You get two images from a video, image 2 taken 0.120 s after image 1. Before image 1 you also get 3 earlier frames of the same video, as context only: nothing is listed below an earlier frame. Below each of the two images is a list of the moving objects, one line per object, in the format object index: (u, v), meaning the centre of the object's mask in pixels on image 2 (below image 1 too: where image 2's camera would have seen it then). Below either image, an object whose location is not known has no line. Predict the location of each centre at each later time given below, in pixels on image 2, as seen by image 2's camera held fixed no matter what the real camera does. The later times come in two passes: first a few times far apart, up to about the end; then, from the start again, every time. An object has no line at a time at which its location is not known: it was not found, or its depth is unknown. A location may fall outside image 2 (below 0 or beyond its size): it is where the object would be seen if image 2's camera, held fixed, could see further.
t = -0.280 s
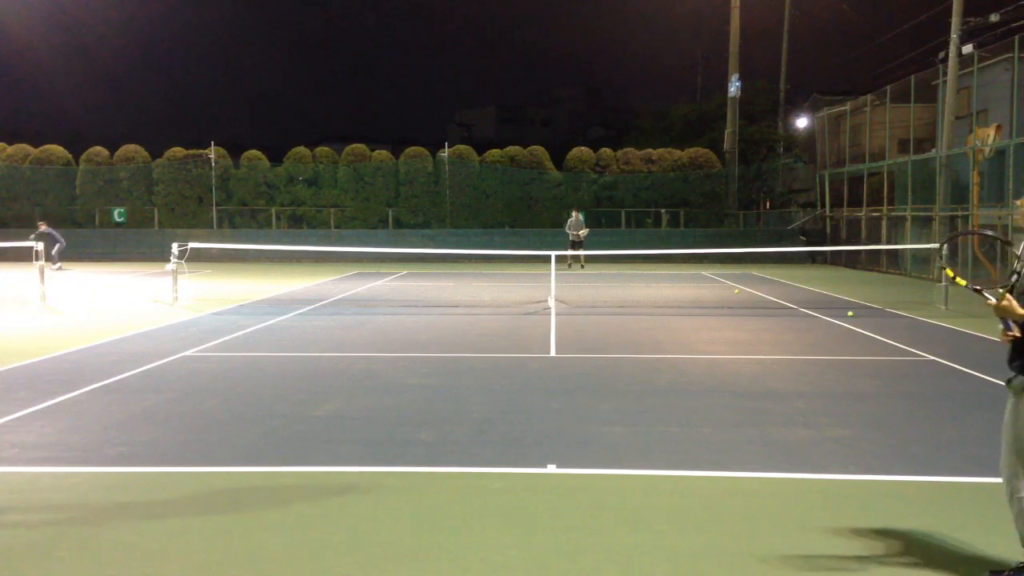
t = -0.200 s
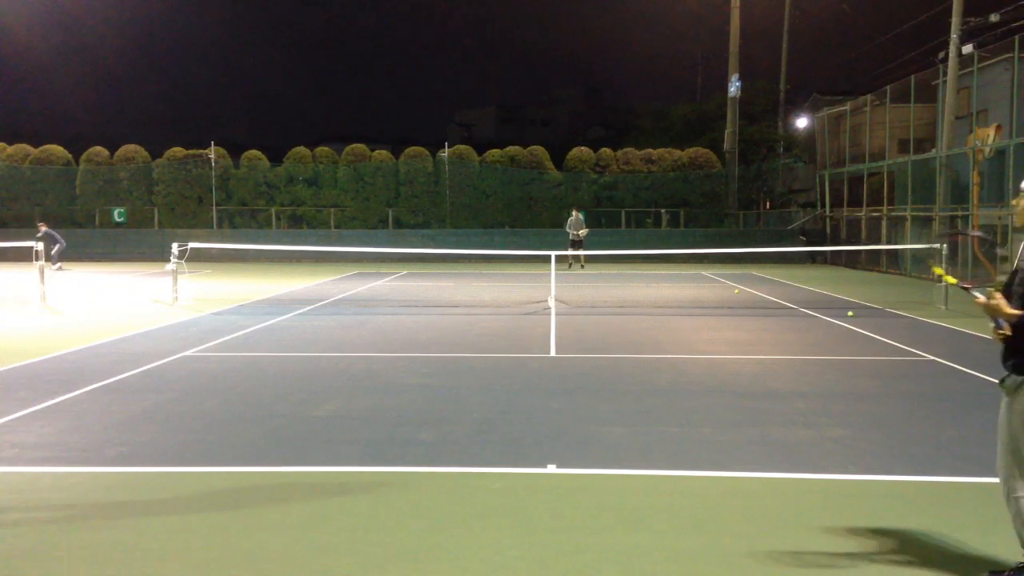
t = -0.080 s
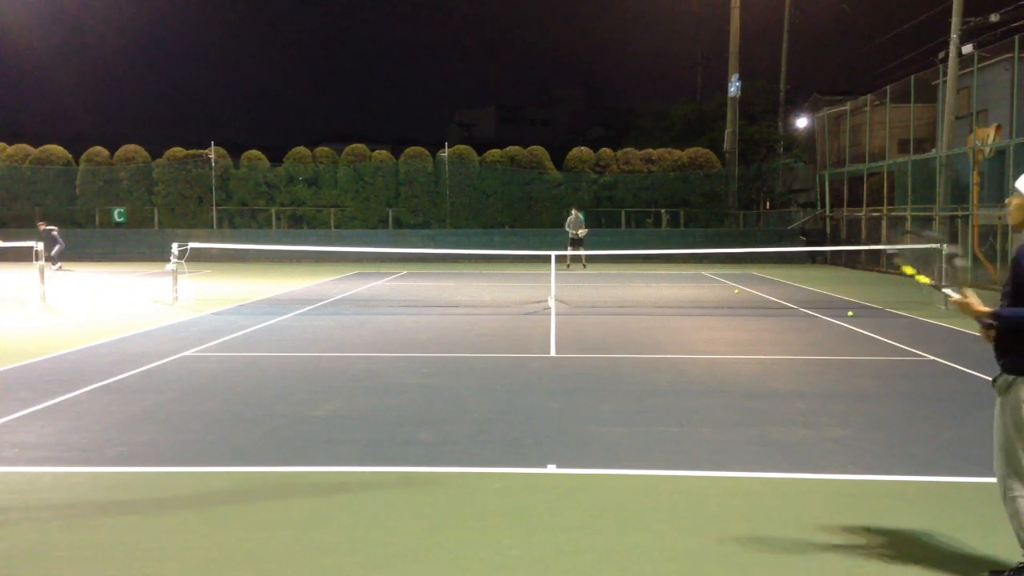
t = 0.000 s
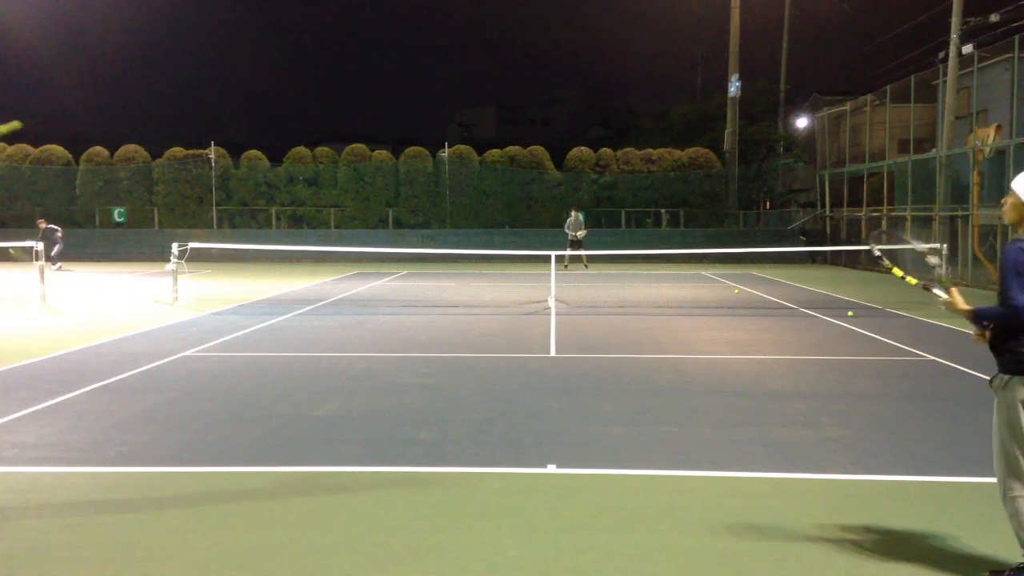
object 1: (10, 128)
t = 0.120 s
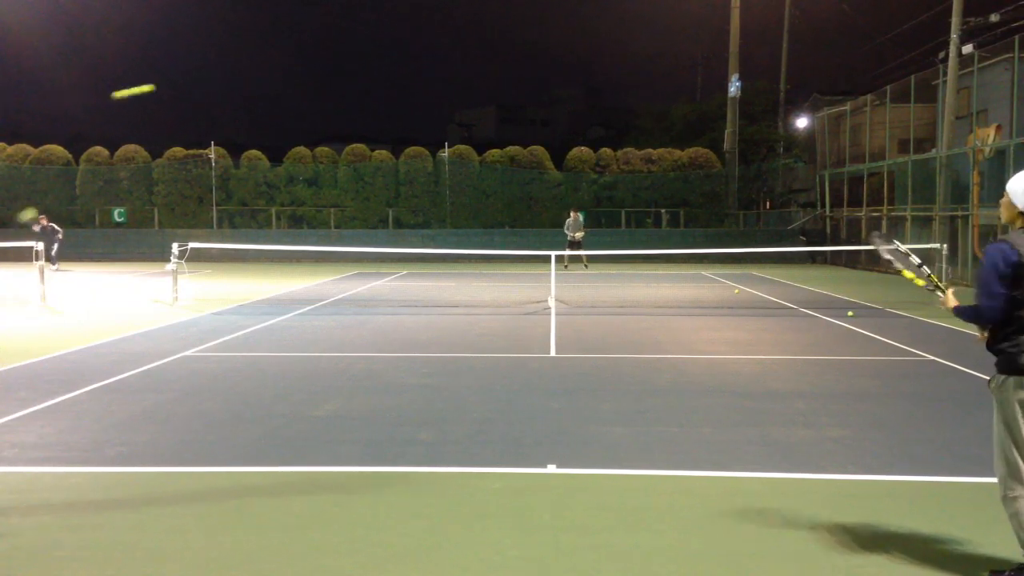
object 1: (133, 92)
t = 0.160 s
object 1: (168, 85)
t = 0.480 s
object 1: (337, 93)
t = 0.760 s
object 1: (405, 146)
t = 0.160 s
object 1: (168, 85)
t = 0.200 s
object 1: (199, 80)
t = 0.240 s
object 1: (226, 78)
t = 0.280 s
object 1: (251, 77)
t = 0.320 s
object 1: (272, 78)
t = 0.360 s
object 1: (291, 80)
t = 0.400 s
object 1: (308, 84)
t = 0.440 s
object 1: (323, 88)
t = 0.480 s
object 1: (337, 93)
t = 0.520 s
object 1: (349, 99)
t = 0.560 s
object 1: (361, 106)
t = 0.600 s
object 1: (371, 113)
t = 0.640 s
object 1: (381, 121)
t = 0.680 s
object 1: (390, 129)
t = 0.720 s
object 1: (397, 137)
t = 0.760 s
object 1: (405, 146)
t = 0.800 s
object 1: (412, 155)
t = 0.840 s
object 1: (419, 164)
